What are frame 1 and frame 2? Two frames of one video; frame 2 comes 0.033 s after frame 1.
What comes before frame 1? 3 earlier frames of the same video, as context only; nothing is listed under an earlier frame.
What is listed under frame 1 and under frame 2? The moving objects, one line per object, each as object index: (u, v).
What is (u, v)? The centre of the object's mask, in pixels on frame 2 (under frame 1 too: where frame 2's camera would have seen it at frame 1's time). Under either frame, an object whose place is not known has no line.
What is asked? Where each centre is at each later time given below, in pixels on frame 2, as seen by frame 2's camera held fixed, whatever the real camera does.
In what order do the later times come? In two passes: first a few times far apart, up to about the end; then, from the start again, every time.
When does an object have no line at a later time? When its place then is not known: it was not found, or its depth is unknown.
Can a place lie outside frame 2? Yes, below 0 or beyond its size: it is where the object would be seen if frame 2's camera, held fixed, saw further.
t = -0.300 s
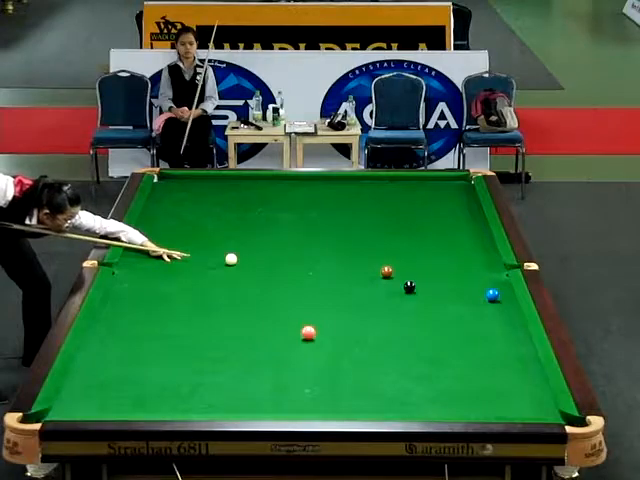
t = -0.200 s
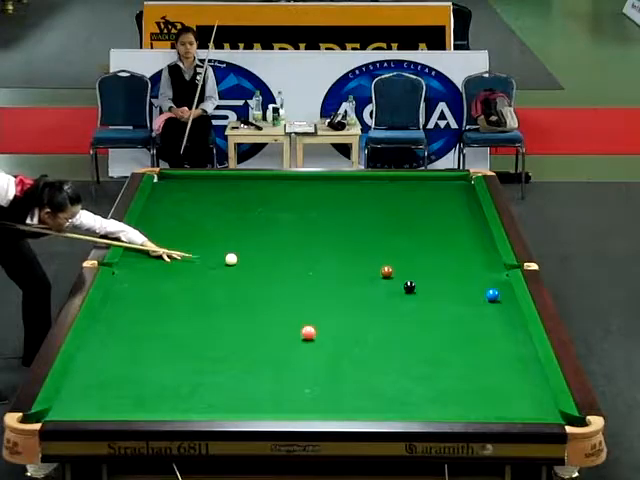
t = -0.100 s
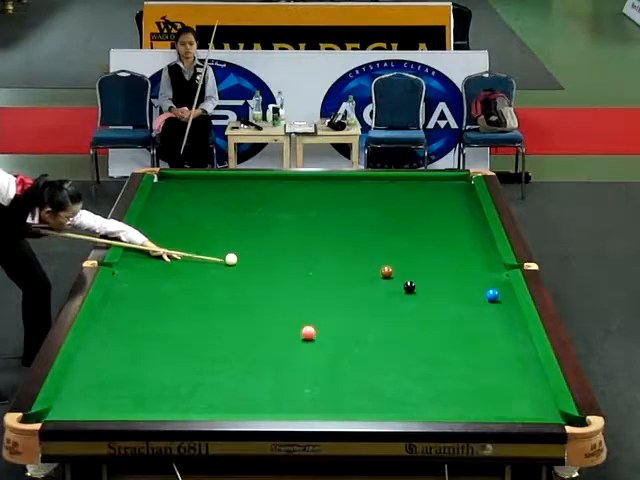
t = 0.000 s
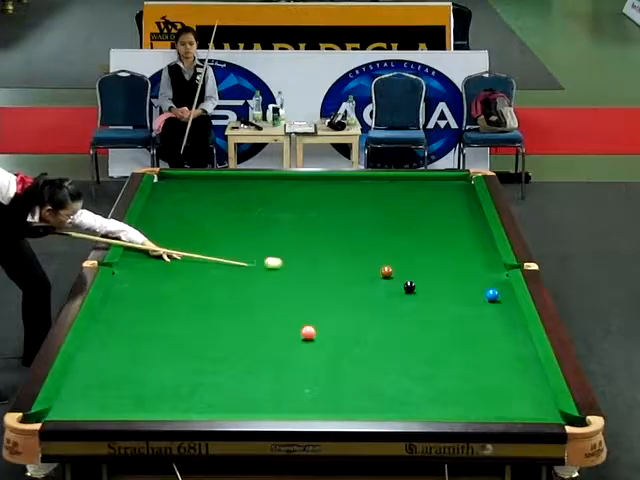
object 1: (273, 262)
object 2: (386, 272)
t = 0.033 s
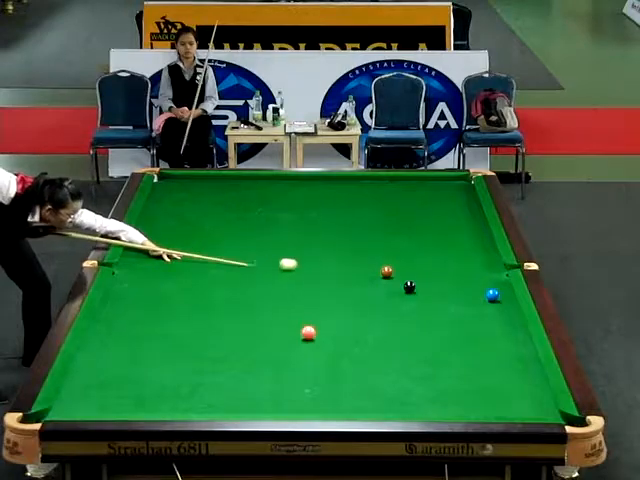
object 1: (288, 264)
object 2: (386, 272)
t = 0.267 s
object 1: (375, 273)
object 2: (393, 272)
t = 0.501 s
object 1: (376, 278)
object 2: (458, 271)
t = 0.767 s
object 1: (375, 283)
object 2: (504, 268)
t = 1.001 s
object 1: (375, 288)
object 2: (483, 267)
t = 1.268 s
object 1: (374, 293)
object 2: (456, 267)
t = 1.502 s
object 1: (374, 296)
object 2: (433, 268)
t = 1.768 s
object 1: (373, 300)
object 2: (408, 268)
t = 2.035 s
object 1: (373, 304)
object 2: (384, 269)
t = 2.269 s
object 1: (372, 307)
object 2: (364, 269)
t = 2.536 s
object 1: (371, 309)
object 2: (343, 270)
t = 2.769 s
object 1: (371, 312)
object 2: (326, 270)
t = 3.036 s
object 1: (370, 314)
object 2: (307, 271)
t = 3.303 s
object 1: (370, 315)
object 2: (290, 271)
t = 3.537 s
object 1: (369, 316)
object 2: (276, 271)
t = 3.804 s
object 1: (369, 317)
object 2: (262, 272)
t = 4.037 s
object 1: (369, 317)
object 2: (250, 272)
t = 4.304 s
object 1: (369, 317)
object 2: (238, 272)
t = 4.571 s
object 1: (368, 317)
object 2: (227, 273)
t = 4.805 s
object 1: (368, 317)
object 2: (218, 273)
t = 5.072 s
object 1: (368, 317)
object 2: (210, 273)
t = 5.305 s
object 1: (368, 317)
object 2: (204, 273)
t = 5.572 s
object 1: (368, 317)
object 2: (198, 273)
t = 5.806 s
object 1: (368, 317)
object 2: (195, 273)
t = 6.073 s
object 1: (368, 317)
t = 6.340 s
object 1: (368, 317)
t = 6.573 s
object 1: (368, 317)
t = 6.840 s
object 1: (368, 317)
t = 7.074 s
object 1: (368, 317)
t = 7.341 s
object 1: (368, 317)
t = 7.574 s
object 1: (368, 317)
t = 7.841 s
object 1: (368, 317)
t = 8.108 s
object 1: (368, 317)
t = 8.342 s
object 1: (368, 317)
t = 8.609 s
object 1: (368, 317)
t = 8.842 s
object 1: (368, 317)
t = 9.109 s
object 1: (368, 317)
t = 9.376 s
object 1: (368, 317)
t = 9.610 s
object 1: (368, 317)
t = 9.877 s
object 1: (368, 317)
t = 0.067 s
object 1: (303, 265)
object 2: (386, 272)
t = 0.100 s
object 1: (317, 266)
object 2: (386, 272)
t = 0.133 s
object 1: (331, 268)
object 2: (386, 272)
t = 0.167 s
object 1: (345, 269)
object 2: (386, 272)
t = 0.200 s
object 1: (358, 270)
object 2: (387, 272)
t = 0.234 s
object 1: (370, 271)
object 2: (387, 272)
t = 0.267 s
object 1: (375, 273)
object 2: (393, 272)
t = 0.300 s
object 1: (376, 274)
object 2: (405, 271)
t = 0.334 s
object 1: (376, 274)
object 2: (414, 272)
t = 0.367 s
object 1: (376, 275)
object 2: (424, 272)
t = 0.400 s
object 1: (376, 276)
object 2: (433, 272)
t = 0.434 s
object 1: (376, 276)
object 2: (441, 271)
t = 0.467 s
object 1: (376, 277)
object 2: (449, 271)
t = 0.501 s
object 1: (376, 278)
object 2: (458, 271)
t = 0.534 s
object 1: (376, 279)
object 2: (466, 271)
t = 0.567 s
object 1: (376, 279)
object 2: (474, 272)
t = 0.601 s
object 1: (376, 280)
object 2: (482, 271)
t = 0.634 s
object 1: (375, 281)
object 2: (491, 271)
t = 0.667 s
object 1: (375, 281)
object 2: (498, 271)
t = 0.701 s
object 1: (375, 282)
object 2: (505, 271)
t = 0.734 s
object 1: (375, 283)
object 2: (505, 269)
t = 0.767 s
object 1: (375, 283)
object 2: (504, 268)
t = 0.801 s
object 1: (375, 284)
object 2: (505, 266)
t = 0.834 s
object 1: (375, 285)
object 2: (501, 266)
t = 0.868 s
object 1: (375, 285)
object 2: (498, 266)
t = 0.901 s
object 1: (375, 286)
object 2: (494, 266)
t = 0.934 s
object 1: (375, 286)
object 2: (490, 266)
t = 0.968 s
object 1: (375, 287)
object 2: (487, 267)
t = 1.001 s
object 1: (375, 288)
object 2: (483, 267)
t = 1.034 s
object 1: (375, 288)
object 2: (480, 267)
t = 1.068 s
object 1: (375, 289)
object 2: (477, 267)
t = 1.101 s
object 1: (374, 289)
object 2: (473, 267)
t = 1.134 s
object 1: (374, 290)
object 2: (469, 267)
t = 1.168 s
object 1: (374, 291)
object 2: (466, 267)
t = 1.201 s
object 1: (374, 291)
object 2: (462, 267)
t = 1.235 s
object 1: (374, 292)
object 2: (459, 267)
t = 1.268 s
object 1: (374, 293)
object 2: (456, 267)
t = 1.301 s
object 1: (374, 293)
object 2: (453, 267)
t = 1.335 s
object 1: (374, 294)
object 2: (449, 267)
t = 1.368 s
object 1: (374, 294)
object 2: (446, 267)
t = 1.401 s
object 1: (374, 295)
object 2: (442, 268)
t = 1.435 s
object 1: (374, 295)
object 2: (439, 268)
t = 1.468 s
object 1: (374, 296)
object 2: (436, 268)
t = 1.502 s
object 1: (374, 296)
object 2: (433, 268)
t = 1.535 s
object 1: (374, 297)
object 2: (430, 268)
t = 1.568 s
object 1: (373, 297)
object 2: (426, 268)
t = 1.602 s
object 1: (374, 298)
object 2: (423, 268)
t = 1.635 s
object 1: (374, 298)
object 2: (420, 268)
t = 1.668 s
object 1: (374, 299)
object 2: (417, 268)
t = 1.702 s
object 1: (373, 299)
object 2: (414, 268)
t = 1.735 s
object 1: (373, 300)
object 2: (410, 268)
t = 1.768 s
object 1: (373, 300)
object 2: (408, 268)
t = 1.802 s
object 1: (373, 301)
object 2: (405, 268)
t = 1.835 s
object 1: (373, 301)
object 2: (402, 269)
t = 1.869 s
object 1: (373, 302)
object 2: (399, 268)
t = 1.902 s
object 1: (373, 302)
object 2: (396, 268)
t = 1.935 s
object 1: (373, 303)
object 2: (393, 269)
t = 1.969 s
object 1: (373, 303)
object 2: (390, 269)
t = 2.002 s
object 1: (373, 304)
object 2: (388, 269)
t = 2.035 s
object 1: (373, 304)
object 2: (384, 269)
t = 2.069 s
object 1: (373, 304)
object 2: (381, 269)
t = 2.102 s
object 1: (373, 305)
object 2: (378, 269)
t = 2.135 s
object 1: (373, 305)
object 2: (375, 269)
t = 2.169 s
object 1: (373, 306)
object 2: (373, 269)
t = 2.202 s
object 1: (372, 306)
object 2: (370, 269)
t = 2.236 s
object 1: (372, 306)
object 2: (367, 269)
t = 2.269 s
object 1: (372, 307)
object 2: (364, 269)
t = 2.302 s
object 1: (372, 307)
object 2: (362, 269)
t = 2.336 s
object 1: (372, 307)
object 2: (359, 270)
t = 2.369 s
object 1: (372, 308)
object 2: (356, 270)
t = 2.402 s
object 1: (372, 308)
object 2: (354, 270)
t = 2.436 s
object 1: (372, 309)
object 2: (351, 270)
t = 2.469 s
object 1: (371, 309)
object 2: (348, 270)
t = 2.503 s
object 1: (371, 309)
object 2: (346, 270)
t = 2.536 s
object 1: (371, 309)
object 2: (343, 270)
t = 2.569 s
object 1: (371, 310)
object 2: (341, 270)
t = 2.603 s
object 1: (371, 310)
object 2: (338, 270)
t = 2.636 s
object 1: (371, 310)
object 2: (336, 270)
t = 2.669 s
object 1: (371, 311)
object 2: (333, 270)
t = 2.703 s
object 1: (371, 311)
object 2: (331, 270)
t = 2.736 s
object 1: (371, 311)
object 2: (329, 270)
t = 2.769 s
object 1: (371, 312)
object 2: (326, 270)
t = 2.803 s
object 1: (371, 312)
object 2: (323, 270)
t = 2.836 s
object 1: (371, 312)
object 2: (321, 270)
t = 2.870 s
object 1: (371, 312)
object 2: (319, 271)
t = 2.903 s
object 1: (370, 313)
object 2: (317, 271)
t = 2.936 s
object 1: (370, 313)
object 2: (314, 271)
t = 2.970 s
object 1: (370, 313)
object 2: (312, 271)
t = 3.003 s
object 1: (370, 314)
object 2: (310, 271)
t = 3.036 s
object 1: (370, 314)
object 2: (307, 271)
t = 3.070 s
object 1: (370, 314)
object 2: (305, 271)
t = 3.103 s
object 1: (370, 314)
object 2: (303, 271)
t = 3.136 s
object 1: (370, 314)
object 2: (301, 271)
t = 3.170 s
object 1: (370, 314)
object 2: (298, 271)
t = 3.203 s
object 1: (370, 314)
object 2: (296, 271)
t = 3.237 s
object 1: (370, 315)
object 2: (294, 271)
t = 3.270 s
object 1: (370, 315)
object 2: (293, 271)
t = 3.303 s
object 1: (370, 315)
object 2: (290, 271)
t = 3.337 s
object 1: (370, 315)
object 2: (288, 271)
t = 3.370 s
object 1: (370, 315)
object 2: (286, 271)
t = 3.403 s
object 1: (369, 316)
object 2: (284, 271)
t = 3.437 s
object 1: (369, 316)
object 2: (282, 271)
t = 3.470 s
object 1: (369, 316)
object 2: (280, 271)
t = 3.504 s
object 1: (369, 316)
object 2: (278, 271)
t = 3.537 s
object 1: (369, 316)
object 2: (276, 271)
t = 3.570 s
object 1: (369, 316)
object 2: (274, 271)
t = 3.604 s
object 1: (369, 316)
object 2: (272, 271)
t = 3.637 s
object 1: (369, 316)
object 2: (271, 271)
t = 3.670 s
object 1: (369, 316)
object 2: (269, 271)
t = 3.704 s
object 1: (369, 316)
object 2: (267, 272)
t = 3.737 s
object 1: (369, 317)
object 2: (265, 272)
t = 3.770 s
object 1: (369, 317)
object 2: (263, 272)
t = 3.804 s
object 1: (369, 317)
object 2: (262, 272)
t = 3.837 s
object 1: (369, 317)
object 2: (260, 272)
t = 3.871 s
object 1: (369, 317)
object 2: (258, 272)
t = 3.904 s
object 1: (369, 317)
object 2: (257, 272)
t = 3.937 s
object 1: (369, 317)
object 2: (255, 273)
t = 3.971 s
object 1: (369, 317)
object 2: (253, 272)
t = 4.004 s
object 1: (369, 317)
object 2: (252, 272)
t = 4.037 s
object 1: (369, 317)
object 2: (250, 272)
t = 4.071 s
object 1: (369, 317)
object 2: (248, 272)
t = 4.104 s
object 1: (369, 317)
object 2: (247, 272)
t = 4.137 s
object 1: (369, 317)
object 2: (245, 272)
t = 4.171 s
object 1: (369, 317)
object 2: (244, 272)
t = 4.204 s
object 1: (369, 317)
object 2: (242, 272)
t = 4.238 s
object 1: (369, 317)
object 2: (241, 272)
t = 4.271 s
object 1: (369, 317)
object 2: (239, 272)
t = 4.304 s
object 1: (369, 317)
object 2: (238, 272)
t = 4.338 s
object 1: (369, 317)
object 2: (236, 272)
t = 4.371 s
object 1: (368, 317)
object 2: (235, 272)
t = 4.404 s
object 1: (368, 317)
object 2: (234, 272)
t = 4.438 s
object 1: (368, 317)
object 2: (232, 272)
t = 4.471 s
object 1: (368, 317)
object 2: (231, 273)
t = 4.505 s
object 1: (368, 317)
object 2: (229, 272)
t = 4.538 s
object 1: (368, 317)
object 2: (228, 273)
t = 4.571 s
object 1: (368, 317)
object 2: (227, 273)
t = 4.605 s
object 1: (368, 317)
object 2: (226, 273)
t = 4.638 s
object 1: (368, 317)
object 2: (224, 273)
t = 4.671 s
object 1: (368, 317)
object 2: (223, 273)
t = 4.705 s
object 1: (368, 317)
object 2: (222, 273)
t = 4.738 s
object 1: (368, 317)
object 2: (221, 273)
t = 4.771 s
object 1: (368, 317)
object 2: (220, 273)
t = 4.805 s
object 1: (368, 317)
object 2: (218, 273)
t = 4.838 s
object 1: (368, 317)
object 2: (217, 273)
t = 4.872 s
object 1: (368, 317)
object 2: (216, 273)
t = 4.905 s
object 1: (368, 317)
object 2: (215, 273)
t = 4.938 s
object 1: (368, 317)
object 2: (214, 273)
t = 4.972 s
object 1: (368, 317)
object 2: (213, 273)
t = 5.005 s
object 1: (368, 317)
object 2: (212, 273)
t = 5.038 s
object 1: (368, 317)
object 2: (211, 273)
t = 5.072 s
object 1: (368, 317)
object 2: (210, 273)
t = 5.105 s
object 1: (368, 317)
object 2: (209, 273)
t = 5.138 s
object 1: (368, 317)
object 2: (208, 273)
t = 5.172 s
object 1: (368, 317)
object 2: (207, 273)
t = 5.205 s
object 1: (368, 317)
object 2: (206, 273)
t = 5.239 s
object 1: (368, 317)
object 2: (206, 273)
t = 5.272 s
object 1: (368, 317)
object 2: (205, 273)
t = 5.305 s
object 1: (368, 317)
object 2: (204, 273)
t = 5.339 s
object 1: (368, 317)
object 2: (203, 273)
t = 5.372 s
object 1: (368, 317)
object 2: (203, 273)
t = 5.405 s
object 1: (368, 317)
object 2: (202, 273)
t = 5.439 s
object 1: (368, 317)
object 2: (201, 273)
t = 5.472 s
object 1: (368, 317)
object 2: (200, 273)
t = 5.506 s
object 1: (368, 317)
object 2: (200, 273)
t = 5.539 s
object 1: (368, 317)
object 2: (199, 273)
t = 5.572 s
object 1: (368, 317)
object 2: (198, 273)
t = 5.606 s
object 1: (368, 317)
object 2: (198, 273)
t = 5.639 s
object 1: (368, 317)
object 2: (197, 273)
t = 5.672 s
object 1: (368, 317)
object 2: (197, 273)
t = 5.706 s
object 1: (368, 317)
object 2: (196, 273)
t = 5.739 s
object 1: (368, 317)
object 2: (196, 273)
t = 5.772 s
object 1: (368, 317)
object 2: (195, 273)
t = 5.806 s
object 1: (368, 317)
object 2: (195, 273)
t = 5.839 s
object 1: (368, 317)
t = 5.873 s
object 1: (368, 317)
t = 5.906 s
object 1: (368, 317)
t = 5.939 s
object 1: (368, 317)
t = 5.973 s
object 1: (368, 317)
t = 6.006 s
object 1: (368, 317)
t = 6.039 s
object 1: (368, 317)
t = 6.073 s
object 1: (368, 317)
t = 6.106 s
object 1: (368, 317)
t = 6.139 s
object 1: (368, 317)
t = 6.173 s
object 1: (368, 317)
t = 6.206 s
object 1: (368, 317)
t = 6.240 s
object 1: (368, 317)
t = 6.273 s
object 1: (368, 317)
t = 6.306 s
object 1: (368, 317)
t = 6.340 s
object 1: (368, 317)
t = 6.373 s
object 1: (368, 317)
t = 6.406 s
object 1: (368, 317)
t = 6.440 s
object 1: (368, 317)
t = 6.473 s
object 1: (368, 317)
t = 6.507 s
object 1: (368, 317)
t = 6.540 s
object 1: (368, 317)
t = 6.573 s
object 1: (368, 317)
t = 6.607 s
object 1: (368, 317)
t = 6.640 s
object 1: (368, 317)
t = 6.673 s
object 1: (368, 317)
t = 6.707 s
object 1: (368, 317)
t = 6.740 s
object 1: (368, 317)
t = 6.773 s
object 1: (368, 317)
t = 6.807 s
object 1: (368, 317)
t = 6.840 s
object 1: (368, 317)
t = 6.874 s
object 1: (368, 317)
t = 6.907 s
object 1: (368, 317)
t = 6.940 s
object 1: (368, 317)
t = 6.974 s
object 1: (368, 317)
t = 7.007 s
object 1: (368, 317)
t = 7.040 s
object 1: (368, 317)
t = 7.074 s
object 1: (368, 317)
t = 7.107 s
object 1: (368, 317)
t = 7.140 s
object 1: (368, 317)
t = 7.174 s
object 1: (368, 317)
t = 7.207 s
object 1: (368, 317)
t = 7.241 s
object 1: (368, 317)
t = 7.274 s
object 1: (368, 317)
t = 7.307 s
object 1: (368, 317)
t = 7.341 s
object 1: (368, 317)
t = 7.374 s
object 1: (368, 317)
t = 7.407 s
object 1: (368, 317)
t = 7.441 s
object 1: (368, 317)
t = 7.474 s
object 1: (368, 317)
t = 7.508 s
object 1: (368, 317)
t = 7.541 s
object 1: (368, 317)
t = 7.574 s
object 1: (368, 317)
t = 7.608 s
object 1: (368, 317)
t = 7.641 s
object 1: (368, 317)
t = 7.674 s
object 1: (368, 317)
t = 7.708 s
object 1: (368, 317)
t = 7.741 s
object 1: (368, 317)
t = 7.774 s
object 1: (368, 317)
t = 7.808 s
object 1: (368, 317)
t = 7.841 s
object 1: (368, 317)
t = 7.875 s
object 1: (368, 317)
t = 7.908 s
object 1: (368, 317)
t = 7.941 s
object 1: (368, 317)
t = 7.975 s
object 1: (368, 317)
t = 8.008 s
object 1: (368, 317)
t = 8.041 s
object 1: (368, 317)
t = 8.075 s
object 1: (368, 317)
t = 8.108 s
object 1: (368, 317)
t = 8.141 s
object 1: (368, 317)
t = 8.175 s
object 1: (368, 317)
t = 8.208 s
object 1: (368, 317)
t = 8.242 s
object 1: (368, 317)
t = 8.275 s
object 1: (368, 317)
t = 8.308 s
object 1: (368, 317)
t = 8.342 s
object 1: (368, 317)
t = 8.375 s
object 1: (368, 317)
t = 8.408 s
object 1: (368, 317)
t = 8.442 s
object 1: (368, 317)
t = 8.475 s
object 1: (368, 317)
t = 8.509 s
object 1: (368, 317)
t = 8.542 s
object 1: (368, 317)
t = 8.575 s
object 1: (368, 317)
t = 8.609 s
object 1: (368, 317)
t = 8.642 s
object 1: (368, 317)
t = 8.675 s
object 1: (368, 317)
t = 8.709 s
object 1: (368, 317)
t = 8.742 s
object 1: (368, 317)
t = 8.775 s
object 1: (368, 317)
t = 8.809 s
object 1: (368, 317)
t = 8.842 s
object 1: (368, 317)
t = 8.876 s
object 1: (368, 317)
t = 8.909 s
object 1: (368, 317)
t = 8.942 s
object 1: (368, 317)
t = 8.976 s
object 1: (368, 317)
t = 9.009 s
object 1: (368, 317)
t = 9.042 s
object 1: (368, 317)
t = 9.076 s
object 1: (368, 317)
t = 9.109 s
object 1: (368, 317)
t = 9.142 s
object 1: (368, 317)
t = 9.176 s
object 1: (368, 317)
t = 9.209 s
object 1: (368, 317)
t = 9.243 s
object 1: (368, 317)
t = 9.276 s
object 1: (368, 317)
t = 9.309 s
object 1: (368, 317)
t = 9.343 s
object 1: (368, 317)
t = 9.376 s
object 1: (368, 317)
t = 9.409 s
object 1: (368, 317)
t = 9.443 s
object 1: (368, 317)
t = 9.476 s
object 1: (368, 317)
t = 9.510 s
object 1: (368, 317)
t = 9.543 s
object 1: (368, 317)
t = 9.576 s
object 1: (368, 317)
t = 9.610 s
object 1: (368, 317)
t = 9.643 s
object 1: (368, 317)
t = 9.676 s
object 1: (368, 317)
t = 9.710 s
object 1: (368, 317)
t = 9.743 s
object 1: (368, 317)
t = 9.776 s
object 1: (368, 317)
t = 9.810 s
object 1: (368, 317)
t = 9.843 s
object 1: (368, 317)
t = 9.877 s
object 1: (368, 317)
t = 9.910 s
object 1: (368, 317)
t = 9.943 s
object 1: (368, 317)
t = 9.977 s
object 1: (368, 317)
